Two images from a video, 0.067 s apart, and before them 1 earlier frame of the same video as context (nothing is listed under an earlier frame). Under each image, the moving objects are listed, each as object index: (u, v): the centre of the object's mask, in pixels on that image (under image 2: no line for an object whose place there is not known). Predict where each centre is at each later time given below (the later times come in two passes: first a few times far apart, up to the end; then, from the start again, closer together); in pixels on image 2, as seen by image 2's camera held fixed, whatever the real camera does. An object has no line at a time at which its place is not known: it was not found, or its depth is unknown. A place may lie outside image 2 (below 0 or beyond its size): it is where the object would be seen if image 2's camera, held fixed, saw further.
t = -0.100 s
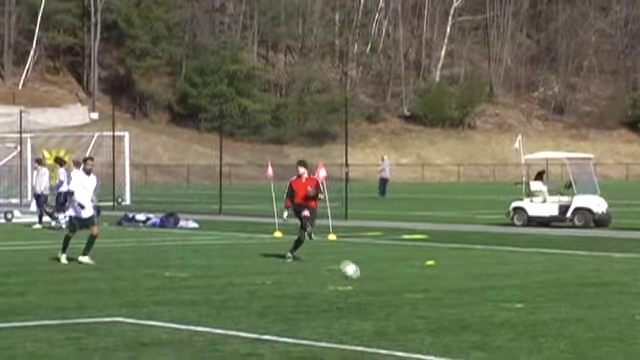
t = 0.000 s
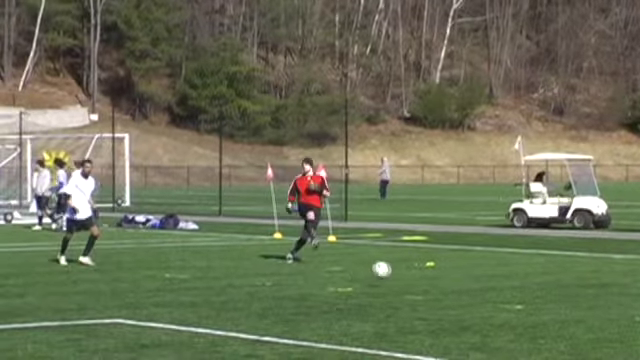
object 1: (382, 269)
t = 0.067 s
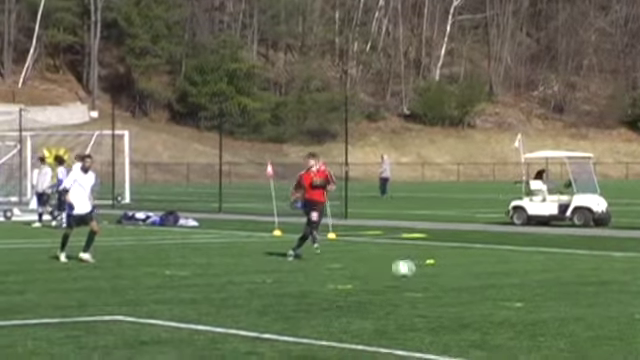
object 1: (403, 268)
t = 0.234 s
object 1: (463, 293)
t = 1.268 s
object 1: (915, 383)
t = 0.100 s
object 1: (414, 270)
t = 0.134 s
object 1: (426, 274)
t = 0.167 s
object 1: (438, 279)
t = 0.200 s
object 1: (450, 286)
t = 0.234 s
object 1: (463, 293)
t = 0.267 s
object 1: (474, 292)
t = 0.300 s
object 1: (486, 290)
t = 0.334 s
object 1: (497, 291)
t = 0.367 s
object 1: (509, 292)
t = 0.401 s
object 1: (522, 295)
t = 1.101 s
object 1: (812, 363)
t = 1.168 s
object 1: (850, 378)
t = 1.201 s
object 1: (871, 378)
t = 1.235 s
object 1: (894, 379)
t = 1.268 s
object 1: (915, 383)
